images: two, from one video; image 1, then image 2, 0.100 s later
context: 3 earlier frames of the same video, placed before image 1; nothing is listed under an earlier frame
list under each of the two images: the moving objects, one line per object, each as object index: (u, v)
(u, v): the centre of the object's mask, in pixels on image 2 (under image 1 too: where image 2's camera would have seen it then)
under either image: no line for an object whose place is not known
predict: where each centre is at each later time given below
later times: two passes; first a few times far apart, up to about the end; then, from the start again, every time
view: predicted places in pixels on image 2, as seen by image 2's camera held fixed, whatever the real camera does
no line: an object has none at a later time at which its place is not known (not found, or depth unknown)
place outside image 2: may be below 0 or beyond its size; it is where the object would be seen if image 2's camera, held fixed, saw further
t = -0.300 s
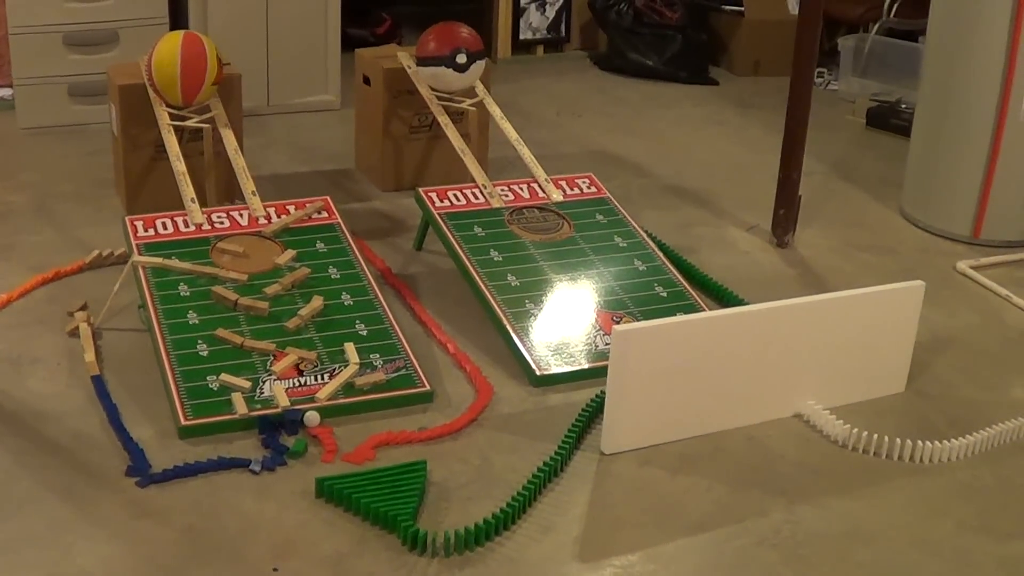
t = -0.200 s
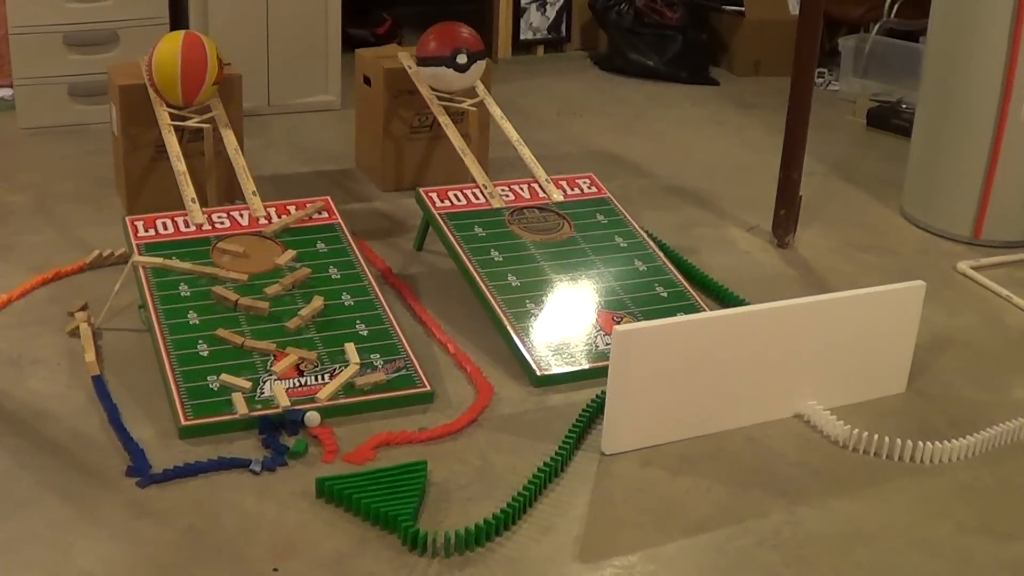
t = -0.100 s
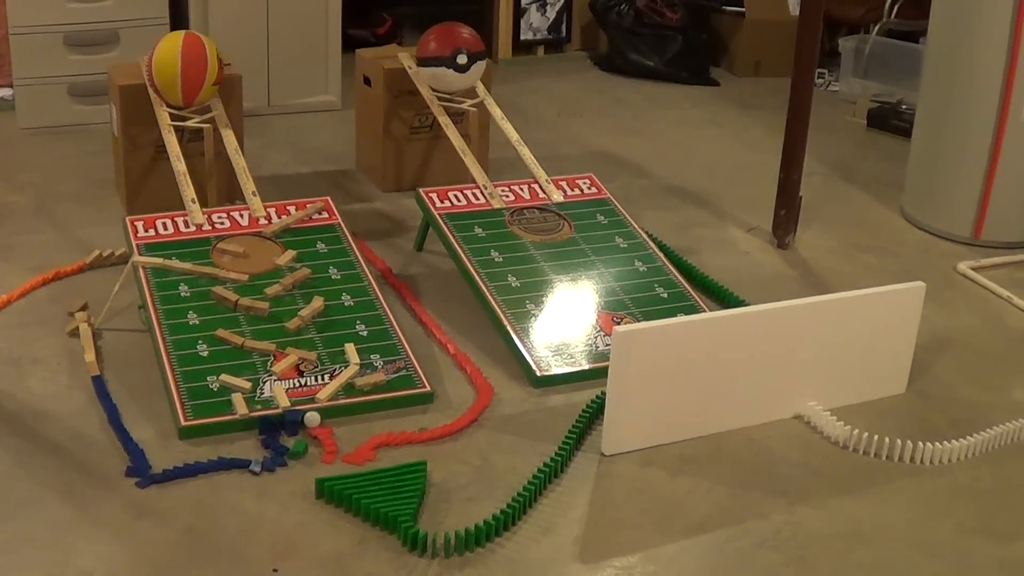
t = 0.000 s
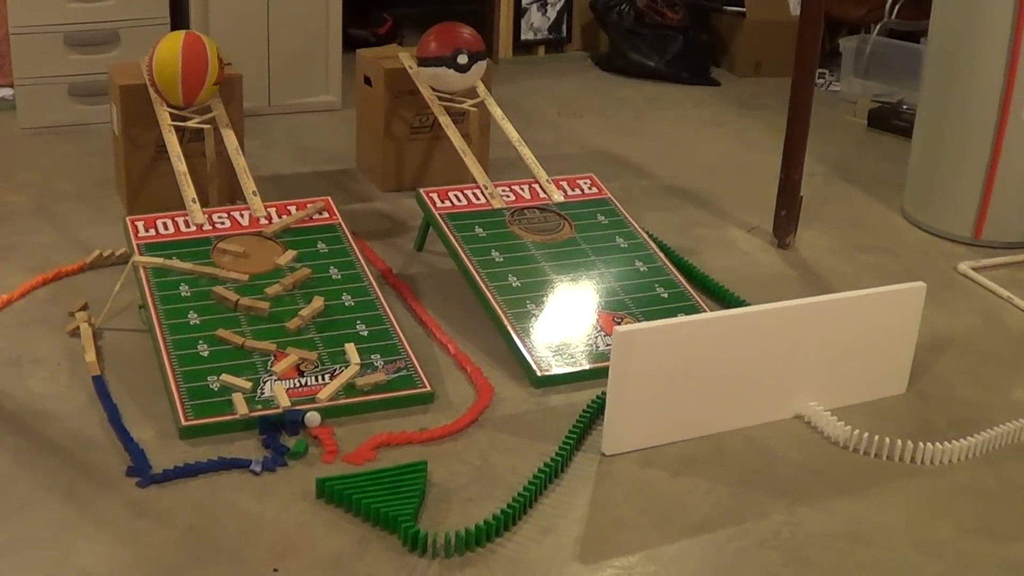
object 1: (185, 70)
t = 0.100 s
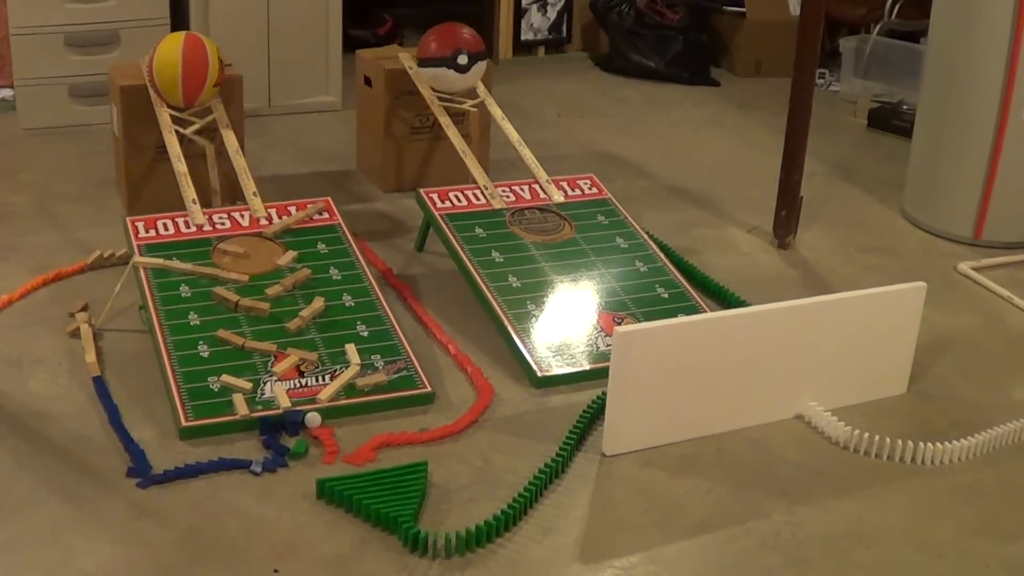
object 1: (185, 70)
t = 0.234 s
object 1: (186, 73)
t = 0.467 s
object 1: (191, 87)
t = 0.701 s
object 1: (202, 114)
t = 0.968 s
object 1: (223, 168)
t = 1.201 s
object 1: (251, 228)
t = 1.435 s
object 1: (308, 313)
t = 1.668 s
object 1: (384, 409)
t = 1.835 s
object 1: (443, 459)
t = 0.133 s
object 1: (185, 70)
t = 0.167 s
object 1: (186, 71)
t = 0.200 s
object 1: (186, 71)
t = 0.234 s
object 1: (186, 73)
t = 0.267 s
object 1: (186, 74)
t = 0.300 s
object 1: (187, 75)
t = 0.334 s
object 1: (186, 77)
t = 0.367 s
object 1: (187, 79)
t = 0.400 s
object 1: (188, 81)
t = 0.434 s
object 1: (189, 84)
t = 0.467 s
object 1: (191, 87)
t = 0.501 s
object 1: (193, 90)
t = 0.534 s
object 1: (195, 94)
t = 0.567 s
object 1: (196, 97)
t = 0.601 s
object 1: (196, 101)
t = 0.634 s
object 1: (197, 106)
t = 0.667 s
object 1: (199, 110)
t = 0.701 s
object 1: (202, 114)
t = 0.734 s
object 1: (204, 121)
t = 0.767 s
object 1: (207, 127)
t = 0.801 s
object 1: (210, 134)
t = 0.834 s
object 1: (213, 140)
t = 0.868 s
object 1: (215, 147)
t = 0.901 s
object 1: (217, 155)
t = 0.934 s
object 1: (220, 163)
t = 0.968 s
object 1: (223, 168)
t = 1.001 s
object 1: (227, 173)
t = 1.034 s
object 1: (230, 183)
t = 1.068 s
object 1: (233, 195)
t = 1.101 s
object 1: (237, 203)
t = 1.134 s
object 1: (241, 208)
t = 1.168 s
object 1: (246, 216)
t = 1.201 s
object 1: (251, 228)
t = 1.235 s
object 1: (257, 239)
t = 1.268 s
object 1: (265, 246)
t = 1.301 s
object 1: (274, 257)
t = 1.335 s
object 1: (281, 269)
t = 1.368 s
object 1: (288, 280)
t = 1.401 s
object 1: (298, 297)
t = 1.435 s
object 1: (308, 313)
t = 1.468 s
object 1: (318, 318)
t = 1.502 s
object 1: (330, 329)
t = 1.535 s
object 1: (342, 345)
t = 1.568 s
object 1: (353, 365)
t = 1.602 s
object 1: (366, 390)
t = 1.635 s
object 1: (376, 404)
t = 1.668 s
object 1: (384, 409)
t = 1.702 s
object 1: (395, 409)
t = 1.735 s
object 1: (406, 414)
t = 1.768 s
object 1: (418, 424)
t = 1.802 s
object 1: (429, 438)
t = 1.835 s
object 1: (443, 459)
